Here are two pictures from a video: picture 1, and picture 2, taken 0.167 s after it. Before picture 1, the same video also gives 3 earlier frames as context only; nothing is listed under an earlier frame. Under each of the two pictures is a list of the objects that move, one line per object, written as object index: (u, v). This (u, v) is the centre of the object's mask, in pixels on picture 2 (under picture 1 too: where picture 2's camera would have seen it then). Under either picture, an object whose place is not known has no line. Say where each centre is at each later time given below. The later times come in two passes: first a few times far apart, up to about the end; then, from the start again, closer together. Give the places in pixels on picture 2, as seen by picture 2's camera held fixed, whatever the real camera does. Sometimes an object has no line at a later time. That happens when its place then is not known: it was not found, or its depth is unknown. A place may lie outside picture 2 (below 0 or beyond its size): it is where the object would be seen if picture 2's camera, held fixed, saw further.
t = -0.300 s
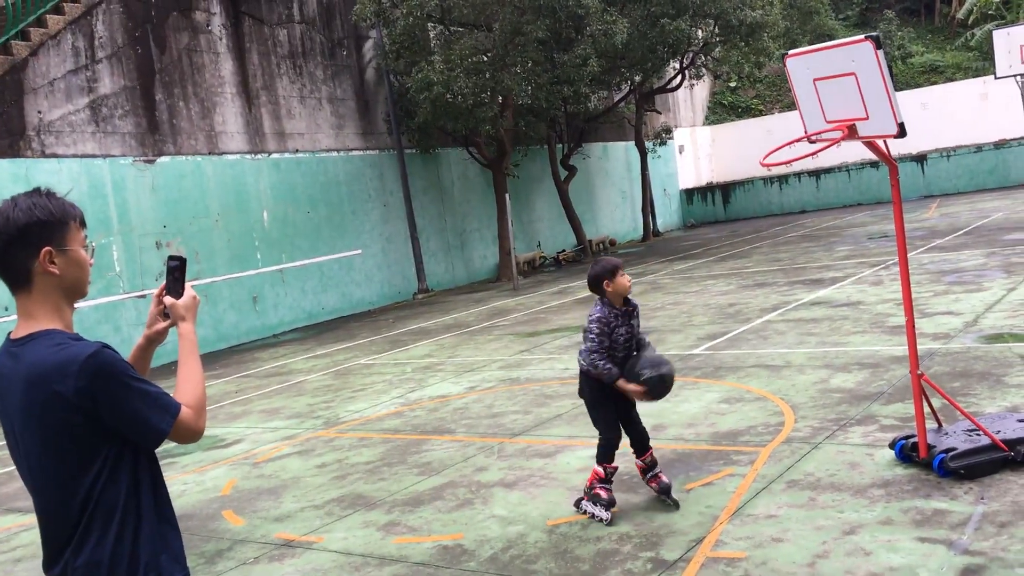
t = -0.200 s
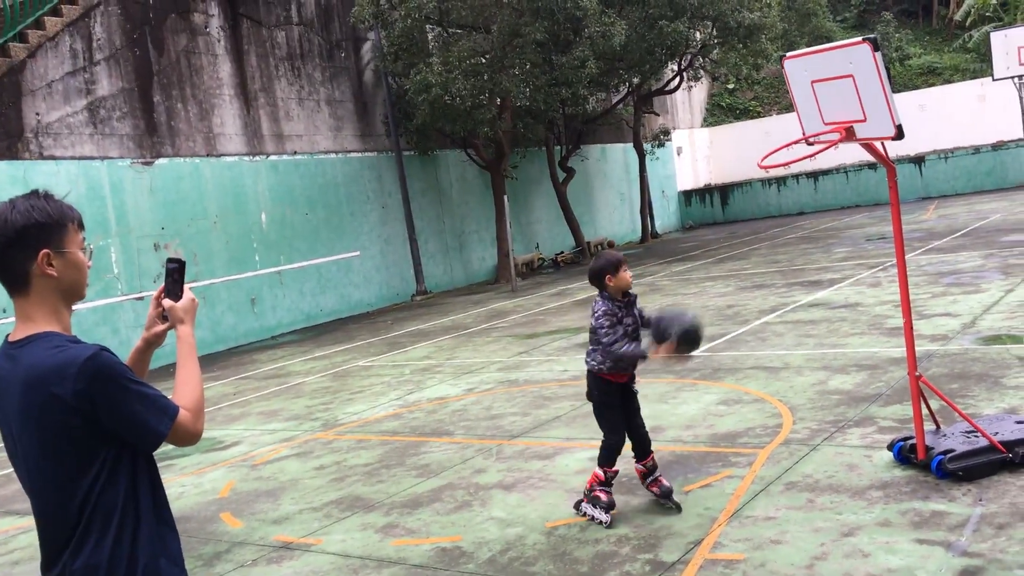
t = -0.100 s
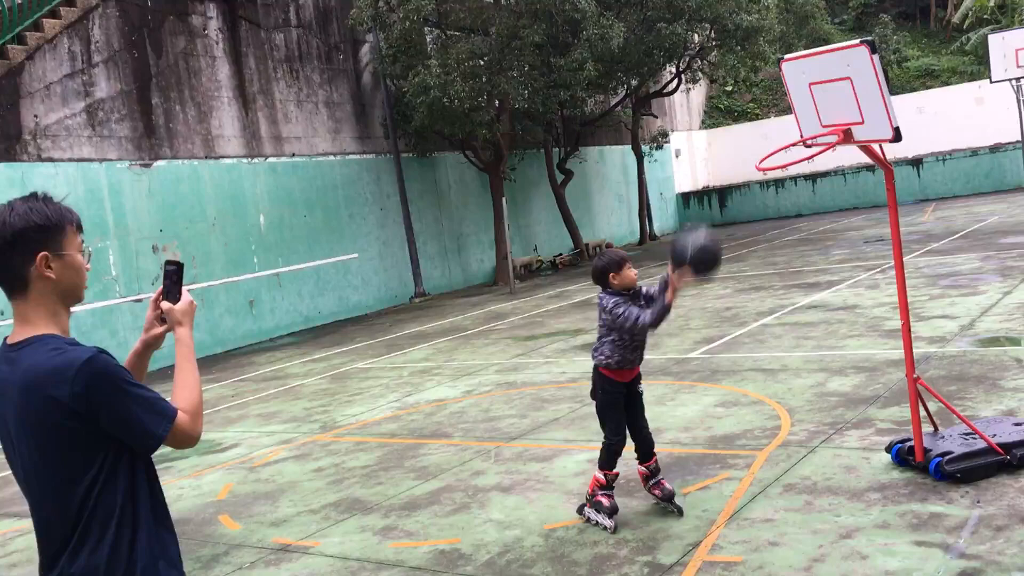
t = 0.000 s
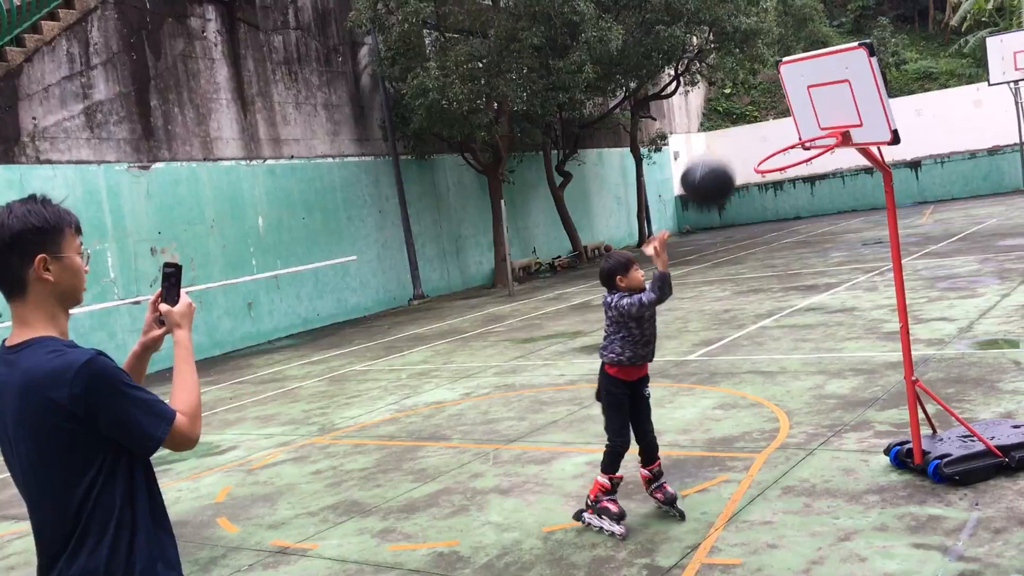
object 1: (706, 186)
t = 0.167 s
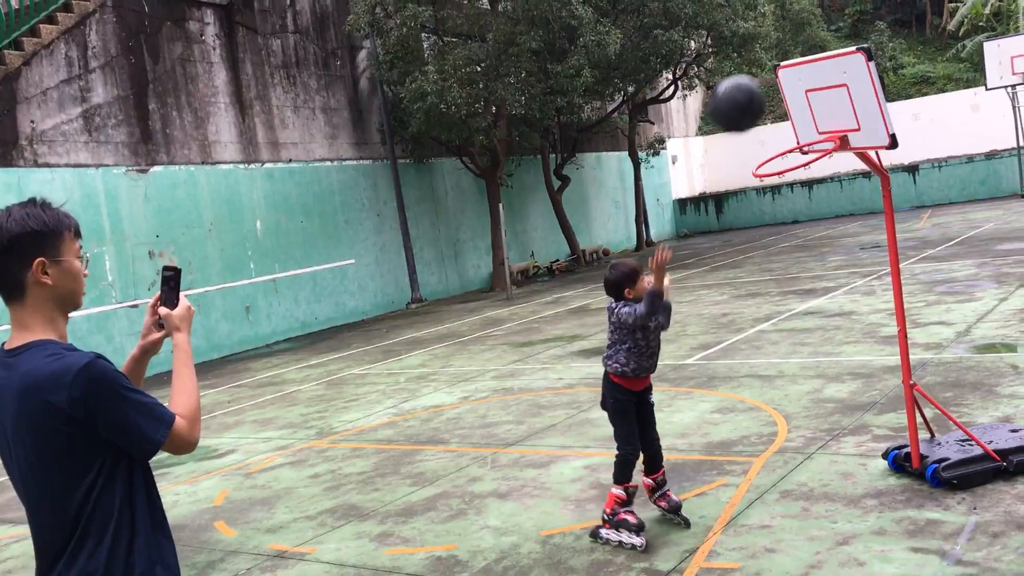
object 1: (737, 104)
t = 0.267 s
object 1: (759, 84)
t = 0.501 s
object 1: (828, 128)
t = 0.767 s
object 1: (932, 349)
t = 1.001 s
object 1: (995, 424)
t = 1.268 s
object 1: (1020, 305)
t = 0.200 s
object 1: (744, 95)
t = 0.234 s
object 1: (751, 88)
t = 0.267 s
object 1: (759, 84)
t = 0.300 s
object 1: (768, 82)
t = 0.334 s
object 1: (777, 83)
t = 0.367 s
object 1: (786, 86)
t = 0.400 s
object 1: (795, 93)
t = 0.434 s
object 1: (806, 102)
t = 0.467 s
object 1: (816, 113)
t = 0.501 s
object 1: (828, 128)
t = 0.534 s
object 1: (839, 145)
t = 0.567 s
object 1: (851, 167)
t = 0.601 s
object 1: (863, 191)
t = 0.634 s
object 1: (874, 214)
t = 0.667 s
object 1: (888, 242)
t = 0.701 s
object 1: (904, 278)
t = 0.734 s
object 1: (917, 311)
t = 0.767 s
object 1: (932, 349)
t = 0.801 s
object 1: (945, 388)
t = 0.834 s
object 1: (958, 433)
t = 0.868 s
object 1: (975, 484)
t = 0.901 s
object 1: (987, 510)
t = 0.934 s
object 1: (990, 481)
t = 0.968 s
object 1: (992, 453)
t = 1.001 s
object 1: (995, 424)
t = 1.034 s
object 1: (997, 400)
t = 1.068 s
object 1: (1000, 380)
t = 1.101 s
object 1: (1003, 360)
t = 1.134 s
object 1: (1006, 345)
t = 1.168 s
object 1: (1009, 330)
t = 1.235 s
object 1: (1017, 311)
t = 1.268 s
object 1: (1020, 305)
